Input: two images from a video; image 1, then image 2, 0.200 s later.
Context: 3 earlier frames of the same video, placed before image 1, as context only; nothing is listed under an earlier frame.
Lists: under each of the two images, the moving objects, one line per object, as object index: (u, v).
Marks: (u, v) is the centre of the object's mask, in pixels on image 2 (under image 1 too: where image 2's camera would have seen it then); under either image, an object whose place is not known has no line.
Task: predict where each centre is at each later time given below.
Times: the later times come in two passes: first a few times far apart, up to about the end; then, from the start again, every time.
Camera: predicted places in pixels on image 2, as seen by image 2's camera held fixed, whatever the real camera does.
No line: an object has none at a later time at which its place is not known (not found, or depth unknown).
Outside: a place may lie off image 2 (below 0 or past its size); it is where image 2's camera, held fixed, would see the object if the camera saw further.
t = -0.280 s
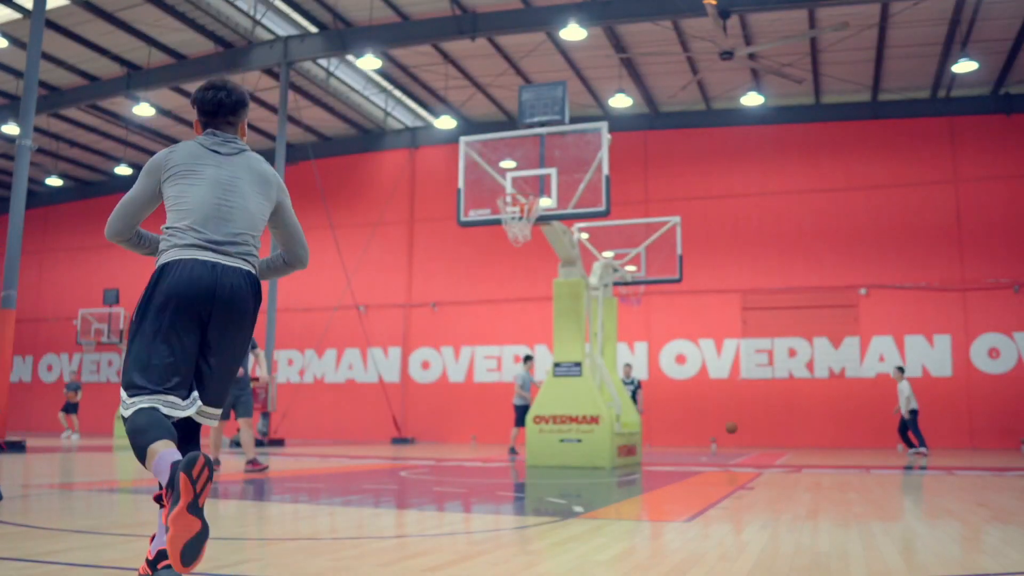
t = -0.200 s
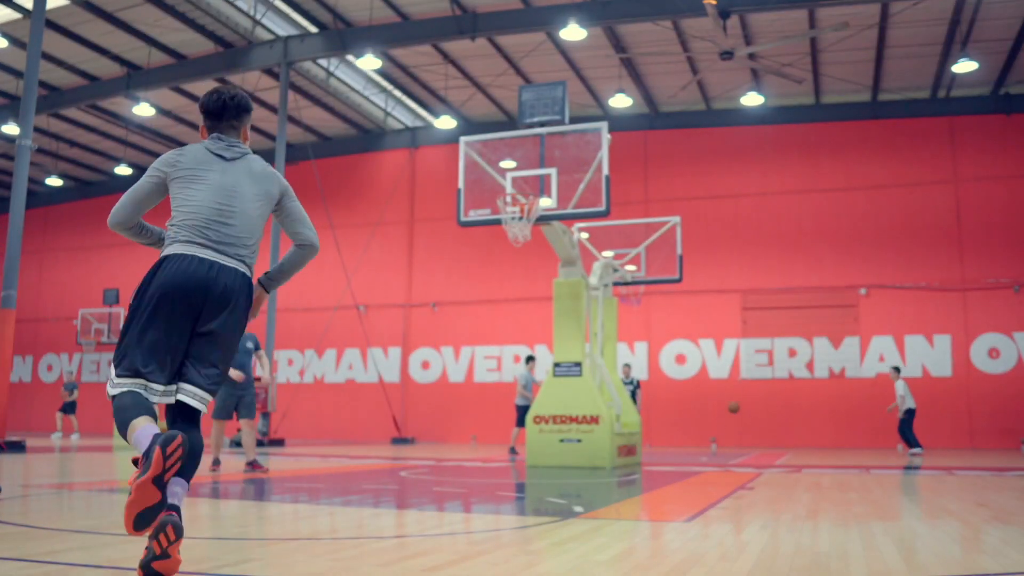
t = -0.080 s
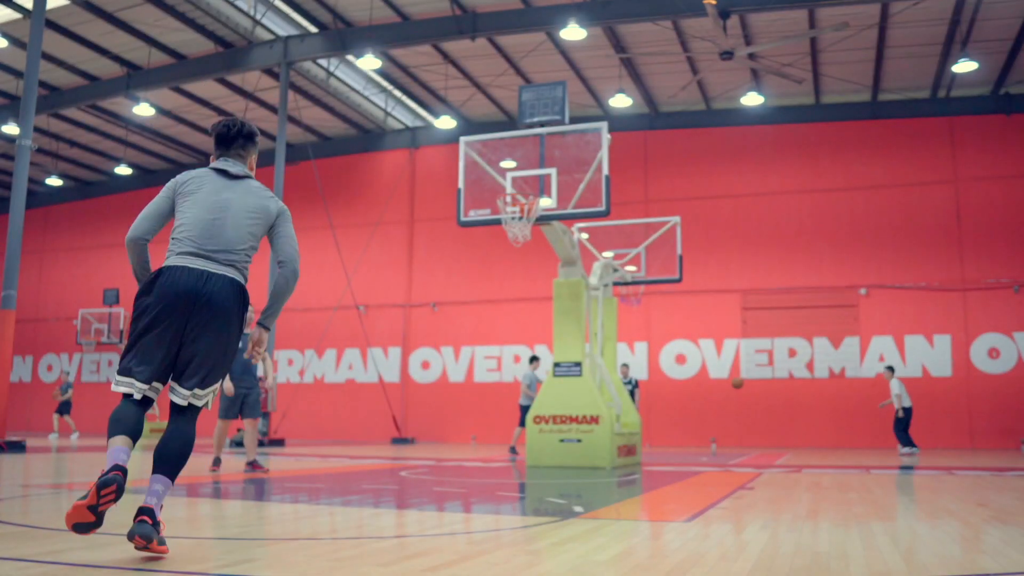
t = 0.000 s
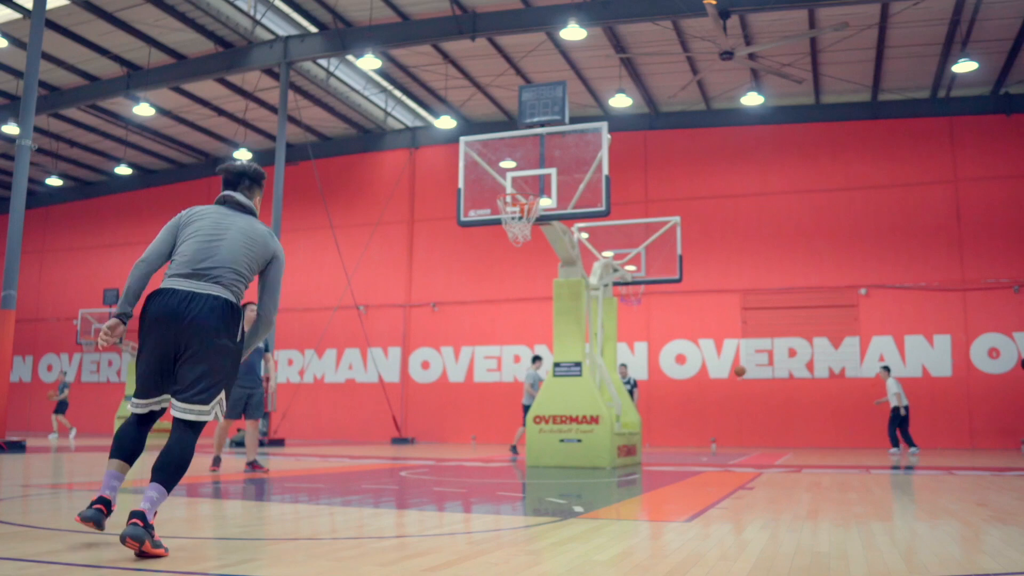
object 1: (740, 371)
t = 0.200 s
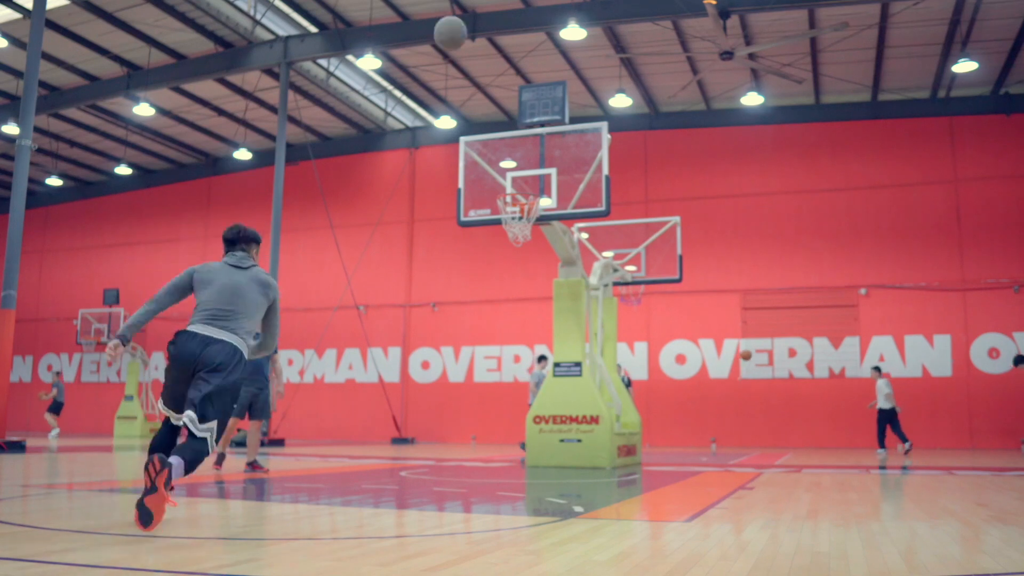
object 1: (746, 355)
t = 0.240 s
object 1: (747, 354)
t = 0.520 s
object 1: (756, 370)
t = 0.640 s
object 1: (761, 388)
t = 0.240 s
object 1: (747, 354)
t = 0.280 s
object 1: (749, 354)
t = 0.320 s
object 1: (750, 355)
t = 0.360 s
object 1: (751, 357)
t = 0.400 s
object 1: (752, 359)
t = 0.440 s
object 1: (754, 362)
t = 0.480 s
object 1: (755, 365)
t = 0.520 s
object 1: (756, 370)
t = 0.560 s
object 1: (758, 375)
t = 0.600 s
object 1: (759, 382)
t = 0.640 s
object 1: (761, 388)
